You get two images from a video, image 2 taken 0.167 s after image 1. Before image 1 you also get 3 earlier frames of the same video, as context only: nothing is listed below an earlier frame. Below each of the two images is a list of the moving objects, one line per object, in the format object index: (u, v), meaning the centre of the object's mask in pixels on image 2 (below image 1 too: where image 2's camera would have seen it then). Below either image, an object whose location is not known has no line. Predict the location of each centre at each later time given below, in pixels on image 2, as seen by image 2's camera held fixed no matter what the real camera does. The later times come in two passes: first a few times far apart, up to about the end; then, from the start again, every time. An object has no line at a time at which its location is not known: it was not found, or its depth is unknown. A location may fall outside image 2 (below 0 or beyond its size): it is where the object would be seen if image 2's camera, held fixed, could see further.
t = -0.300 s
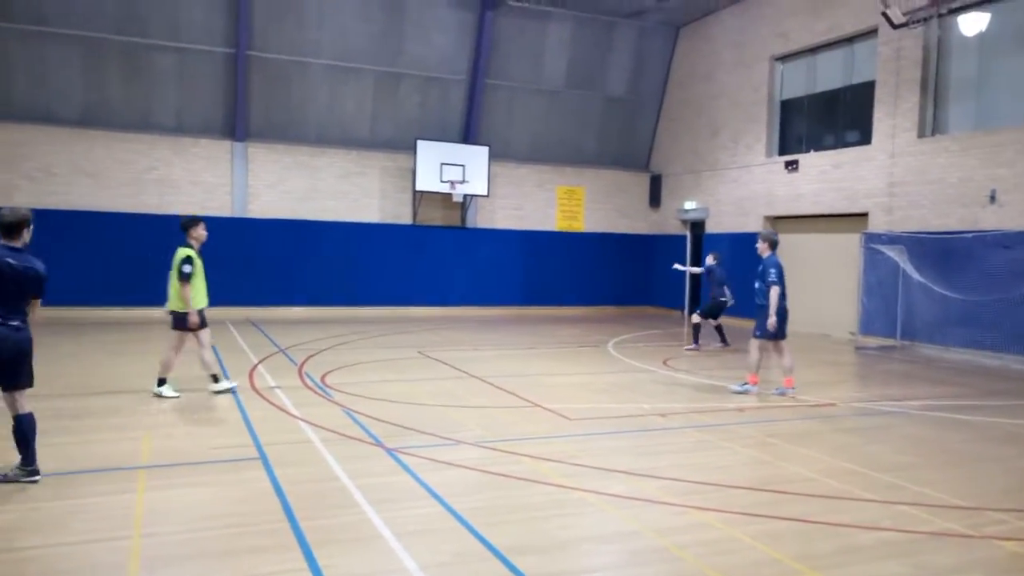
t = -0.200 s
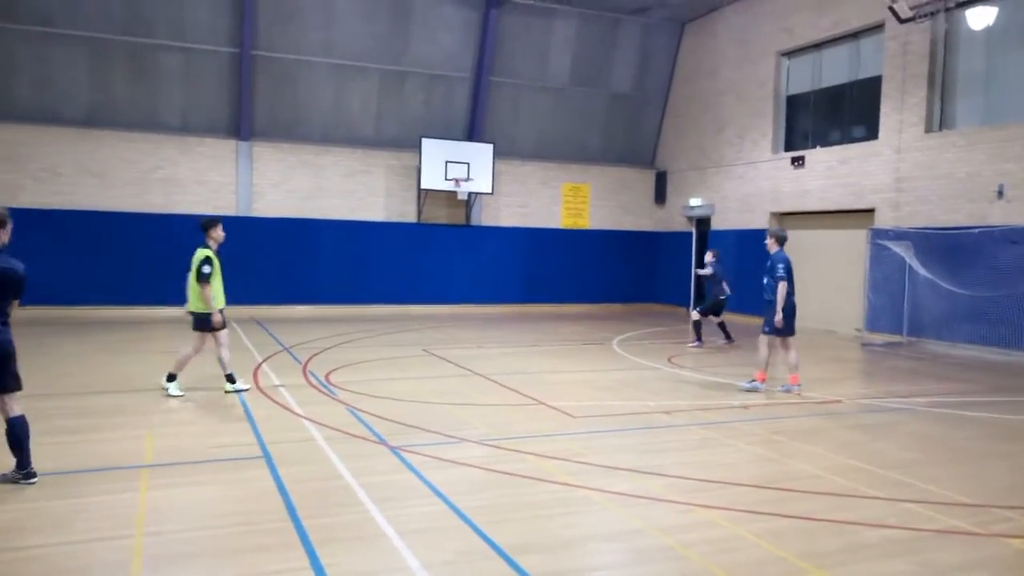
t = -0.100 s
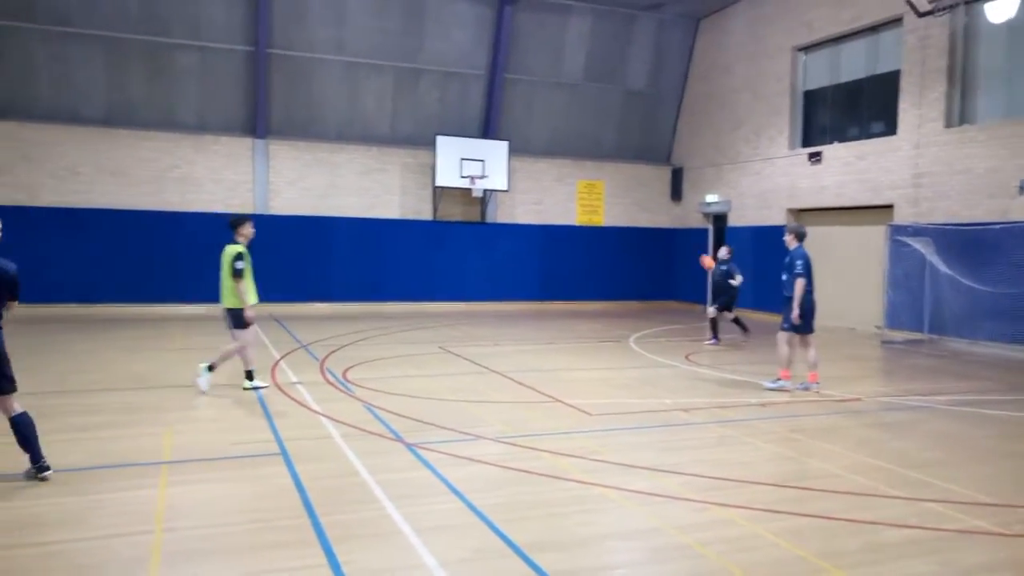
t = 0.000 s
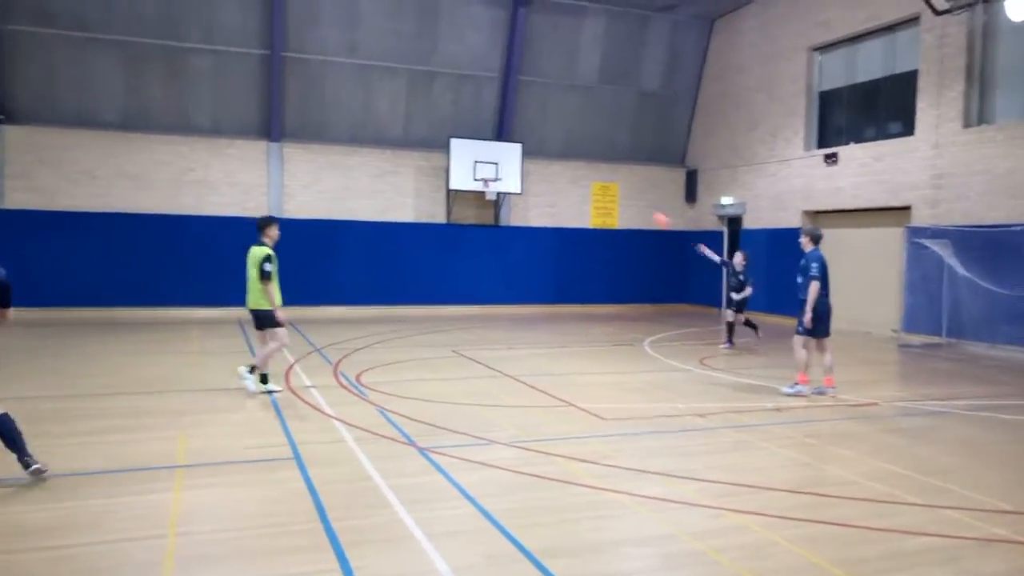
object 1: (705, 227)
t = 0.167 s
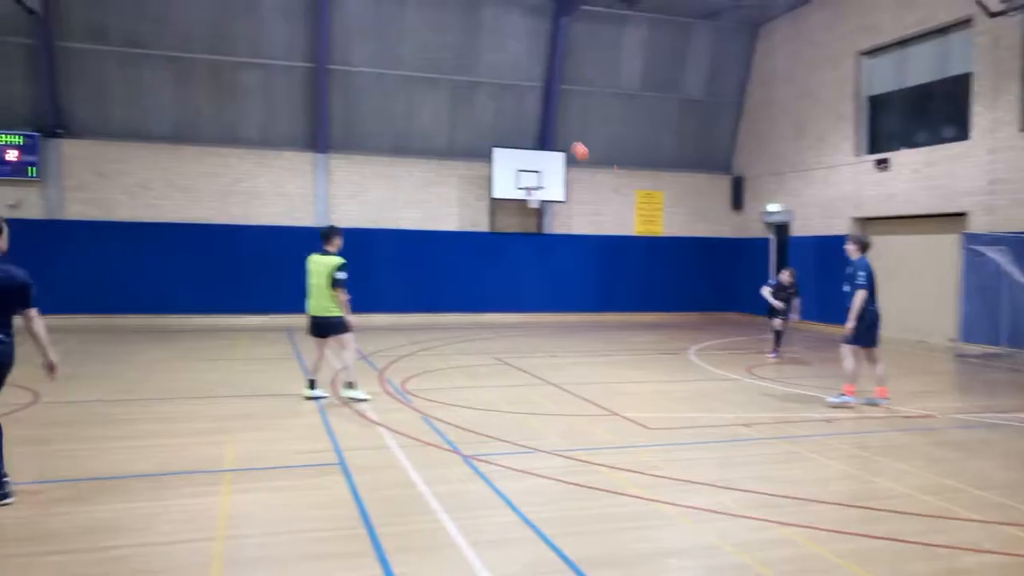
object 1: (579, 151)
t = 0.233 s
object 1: (523, 122)
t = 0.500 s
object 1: (241, 13)
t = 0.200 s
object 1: (552, 137)
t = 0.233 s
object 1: (523, 122)
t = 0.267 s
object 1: (492, 107)
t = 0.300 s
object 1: (460, 92)
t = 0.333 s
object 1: (428, 79)
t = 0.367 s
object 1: (394, 65)
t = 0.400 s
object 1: (358, 52)
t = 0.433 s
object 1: (320, 38)
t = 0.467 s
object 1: (282, 25)
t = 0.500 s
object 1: (241, 13)
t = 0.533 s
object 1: (199, 1)
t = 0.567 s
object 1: (155, -11)
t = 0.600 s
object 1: (111, -23)
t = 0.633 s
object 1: (63, -34)
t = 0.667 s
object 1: (13, -44)
